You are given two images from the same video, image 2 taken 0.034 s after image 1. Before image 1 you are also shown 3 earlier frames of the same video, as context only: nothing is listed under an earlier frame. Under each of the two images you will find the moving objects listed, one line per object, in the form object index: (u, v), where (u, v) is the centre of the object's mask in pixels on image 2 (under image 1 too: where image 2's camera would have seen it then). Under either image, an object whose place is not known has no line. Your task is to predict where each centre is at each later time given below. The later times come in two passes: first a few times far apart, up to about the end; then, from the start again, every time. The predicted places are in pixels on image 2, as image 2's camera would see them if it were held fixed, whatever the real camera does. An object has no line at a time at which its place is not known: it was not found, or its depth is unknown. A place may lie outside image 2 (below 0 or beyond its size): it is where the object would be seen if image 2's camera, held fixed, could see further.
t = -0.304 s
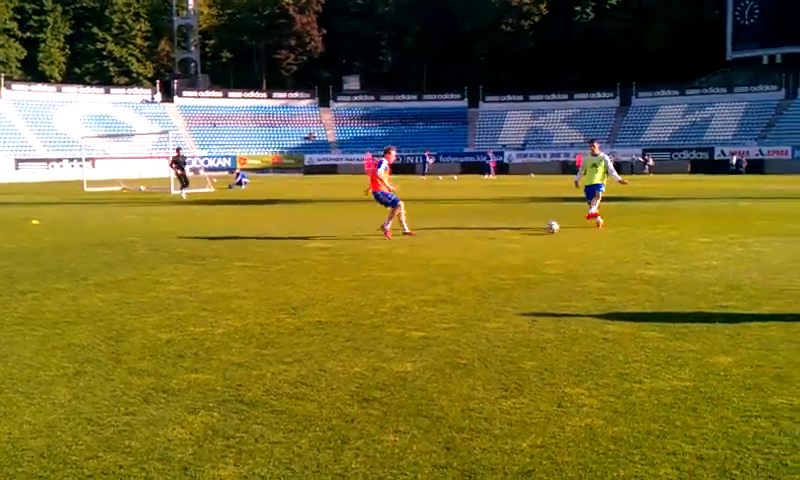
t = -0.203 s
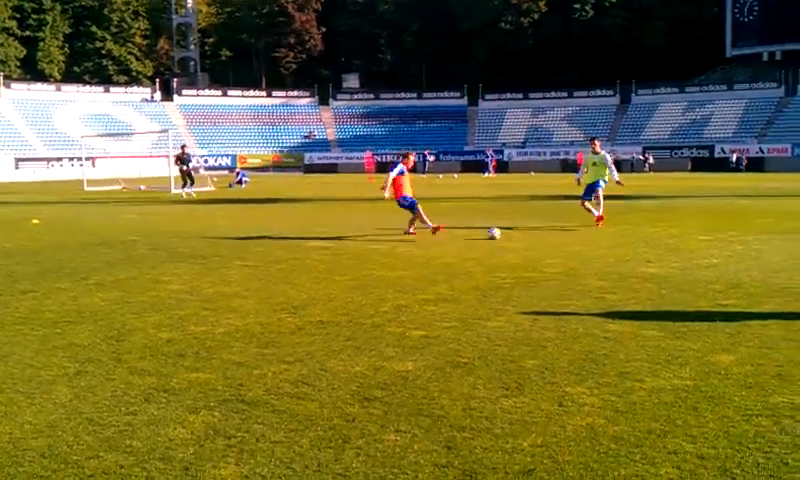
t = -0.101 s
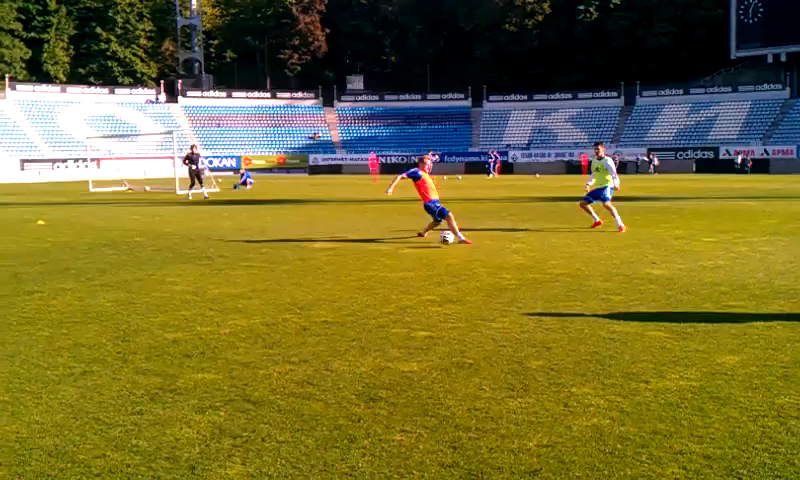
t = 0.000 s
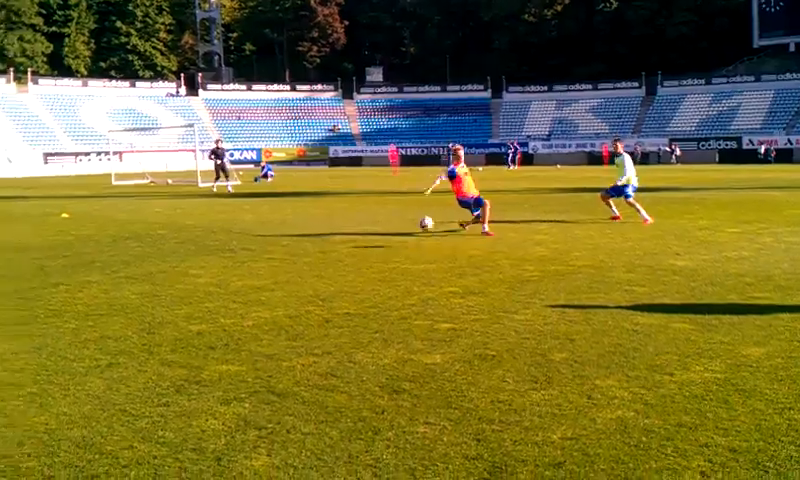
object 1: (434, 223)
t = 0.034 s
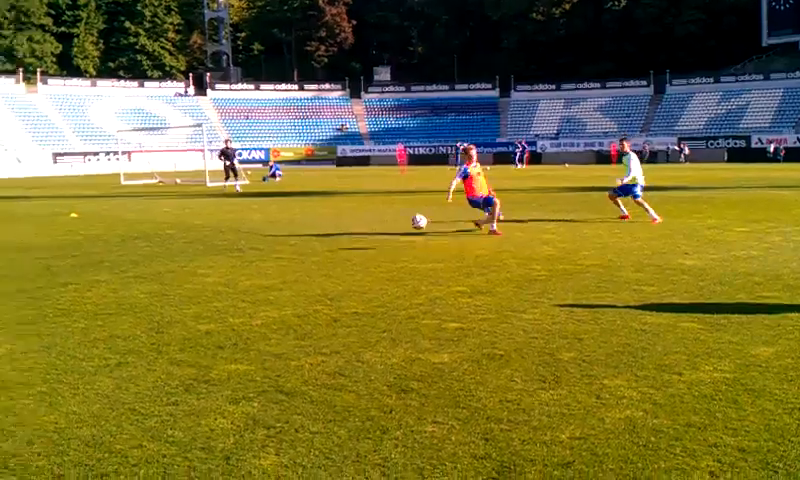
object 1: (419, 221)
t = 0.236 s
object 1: (310, 237)
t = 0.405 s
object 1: (192, 277)
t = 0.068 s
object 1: (403, 222)
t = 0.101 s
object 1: (386, 223)
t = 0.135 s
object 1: (369, 224)
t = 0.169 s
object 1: (350, 227)
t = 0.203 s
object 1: (331, 232)
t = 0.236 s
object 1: (310, 237)
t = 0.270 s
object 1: (288, 244)
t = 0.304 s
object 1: (265, 252)
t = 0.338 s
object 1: (242, 261)
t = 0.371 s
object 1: (216, 272)
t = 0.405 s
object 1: (192, 277)
